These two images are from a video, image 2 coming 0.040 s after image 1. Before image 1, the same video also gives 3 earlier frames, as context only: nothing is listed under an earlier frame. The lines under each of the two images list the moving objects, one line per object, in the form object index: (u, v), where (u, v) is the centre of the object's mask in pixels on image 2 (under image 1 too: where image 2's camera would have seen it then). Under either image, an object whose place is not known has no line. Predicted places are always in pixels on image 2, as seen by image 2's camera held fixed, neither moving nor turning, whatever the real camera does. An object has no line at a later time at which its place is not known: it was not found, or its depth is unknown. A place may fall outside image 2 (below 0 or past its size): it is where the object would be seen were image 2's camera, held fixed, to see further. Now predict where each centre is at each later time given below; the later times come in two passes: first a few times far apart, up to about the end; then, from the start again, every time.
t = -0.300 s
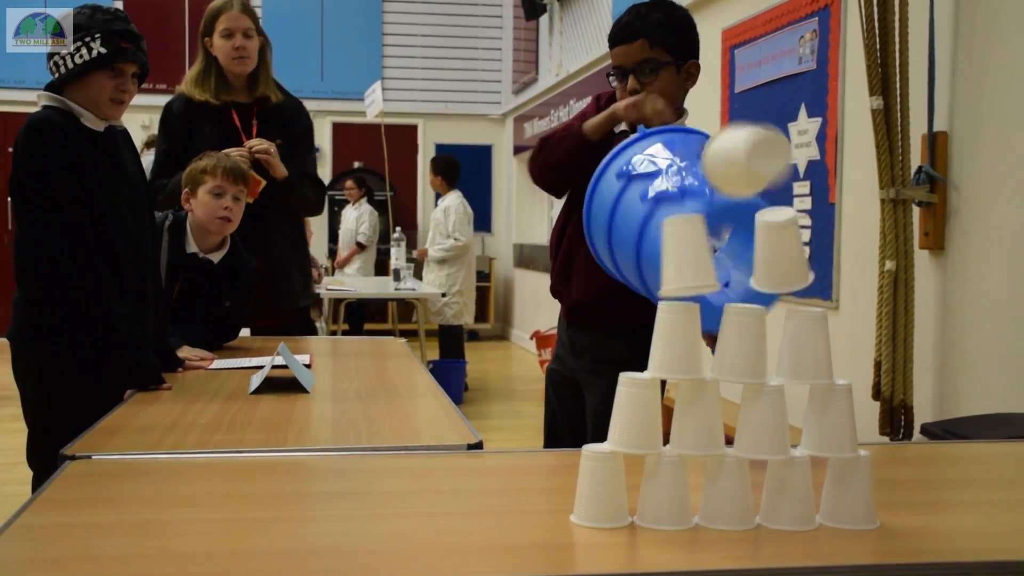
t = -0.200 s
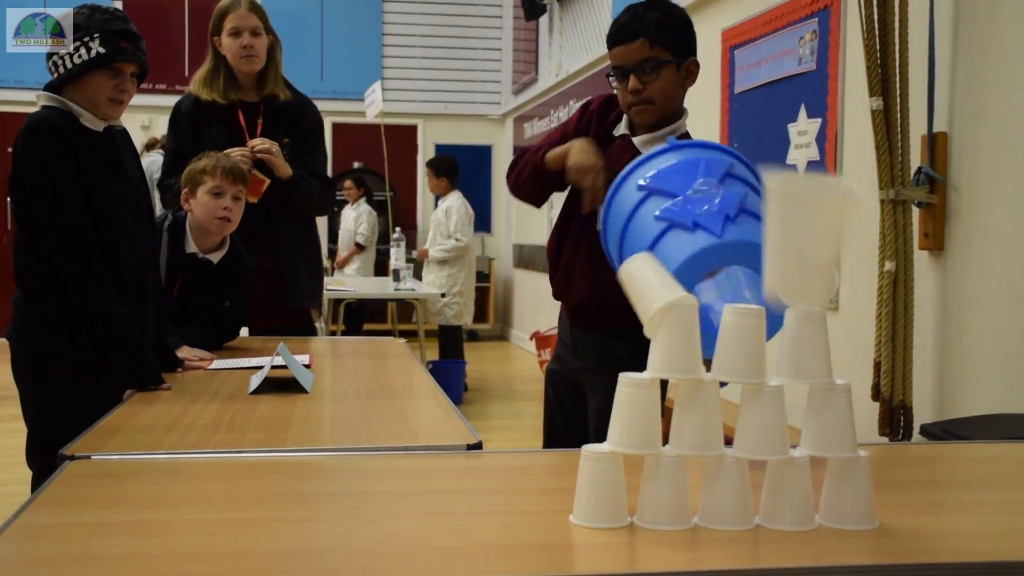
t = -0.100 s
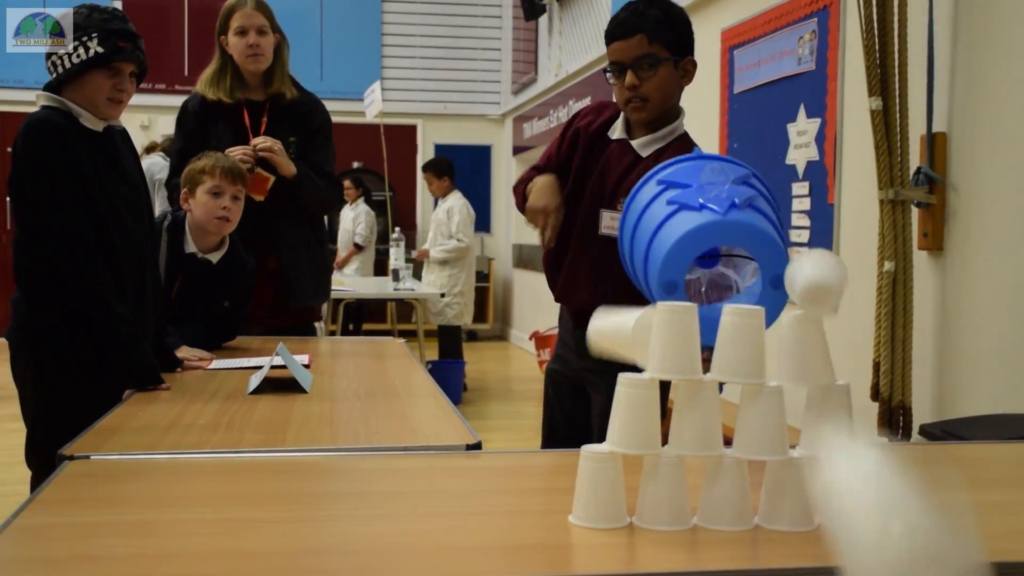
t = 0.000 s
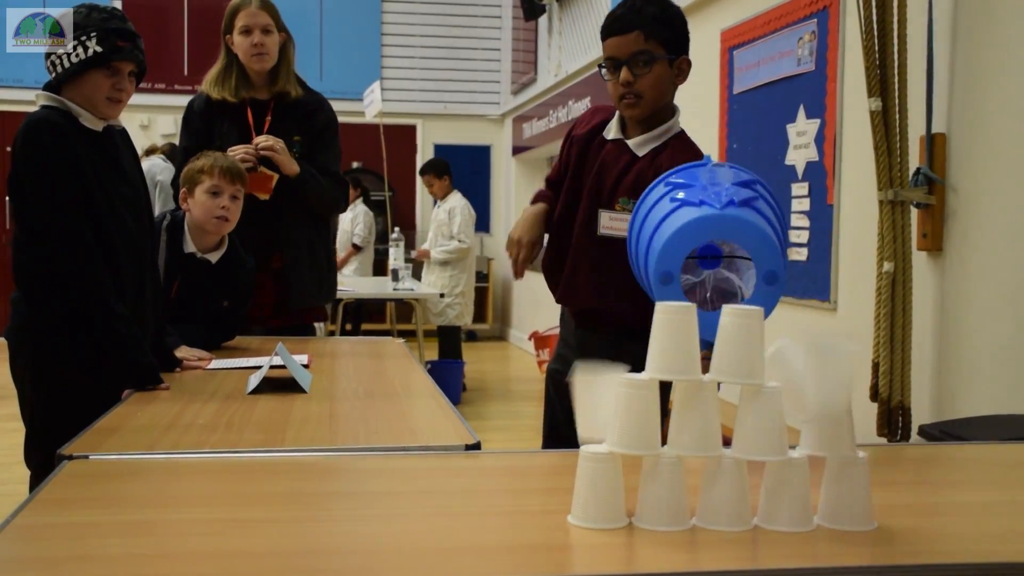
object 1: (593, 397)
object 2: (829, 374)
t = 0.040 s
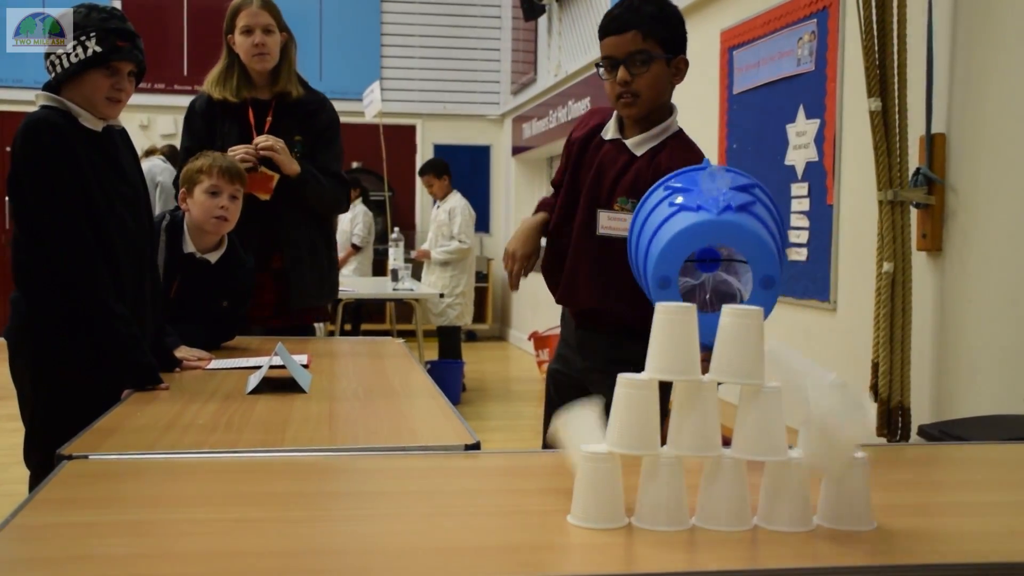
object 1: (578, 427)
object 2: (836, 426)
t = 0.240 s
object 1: (533, 427)
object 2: (853, 505)
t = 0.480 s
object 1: (491, 446)
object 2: (852, 515)
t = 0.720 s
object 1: (475, 446)
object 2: (854, 516)
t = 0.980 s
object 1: (476, 447)
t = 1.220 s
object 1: (477, 447)
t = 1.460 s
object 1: (479, 447)
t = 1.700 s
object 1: (480, 447)
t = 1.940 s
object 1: (478, 445)
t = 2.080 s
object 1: (479, 447)
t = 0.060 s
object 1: (566, 449)
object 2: (844, 452)
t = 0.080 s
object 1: (558, 459)
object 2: (847, 489)
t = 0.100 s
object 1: (559, 443)
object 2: (848, 518)
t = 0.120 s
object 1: (557, 433)
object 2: (850, 507)
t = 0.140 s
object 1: (555, 426)
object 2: (850, 496)
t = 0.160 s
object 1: (551, 421)
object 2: (850, 492)
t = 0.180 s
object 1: (546, 419)
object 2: (850, 492)
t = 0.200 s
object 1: (542, 419)
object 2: (851, 497)
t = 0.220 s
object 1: (537, 422)
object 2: (852, 504)
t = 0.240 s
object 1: (533, 427)
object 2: (853, 505)
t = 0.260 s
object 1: (528, 435)
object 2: (854, 507)
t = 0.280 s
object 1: (524, 446)
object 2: (855, 512)
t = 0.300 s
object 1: (517, 453)
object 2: (856, 514)
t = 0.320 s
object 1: (514, 447)
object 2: (856, 513)
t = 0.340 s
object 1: (511, 439)
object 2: (857, 512)
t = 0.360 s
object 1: (508, 435)
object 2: (856, 512)
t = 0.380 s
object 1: (506, 434)
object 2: (856, 511)
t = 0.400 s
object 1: (502, 435)
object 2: (856, 512)
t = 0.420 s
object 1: (500, 438)
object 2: (855, 513)
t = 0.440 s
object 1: (497, 445)
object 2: (854, 514)
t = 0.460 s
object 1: (494, 448)
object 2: (852, 515)
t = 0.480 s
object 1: (491, 446)
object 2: (852, 515)
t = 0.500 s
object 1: (489, 443)
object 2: (852, 515)
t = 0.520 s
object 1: (488, 441)
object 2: (852, 515)
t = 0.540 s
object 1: (486, 443)
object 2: (852, 515)
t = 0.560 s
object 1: (484, 445)
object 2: (853, 515)
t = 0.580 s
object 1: (482, 446)
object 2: (854, 515)
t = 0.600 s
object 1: (480, 446)
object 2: (854, 515)
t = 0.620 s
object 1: (479, 445)
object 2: (854, 515)
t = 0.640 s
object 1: (478, 445)
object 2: (854, 515)
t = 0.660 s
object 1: (477, 446)
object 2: (854, 516)
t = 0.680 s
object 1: (476, 447)
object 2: (854, 515)
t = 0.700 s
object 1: (475, 446)
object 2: (854, 515)
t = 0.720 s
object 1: (475, 446)
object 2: (854, 516)
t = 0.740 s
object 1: (474, 446)
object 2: (854, 516)
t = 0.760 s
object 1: (474, 446)
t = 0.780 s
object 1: (474, 446)
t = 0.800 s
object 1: (474, 446)
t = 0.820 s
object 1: (474, 447)
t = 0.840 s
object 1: (475, 447)
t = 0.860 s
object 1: (475, 447)
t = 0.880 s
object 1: (475, 447)
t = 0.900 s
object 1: (475, 447)
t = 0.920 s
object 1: (475, 447)
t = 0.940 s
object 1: (475, 447)
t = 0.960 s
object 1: (476, 447)
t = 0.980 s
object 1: (476, 447)
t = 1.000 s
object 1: (475, 446)
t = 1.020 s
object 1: (476, 447)
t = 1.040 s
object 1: (476, 447)
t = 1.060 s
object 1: (476, 447)
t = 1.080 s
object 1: (476, 447)
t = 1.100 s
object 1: (477, 447)
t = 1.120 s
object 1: (477, 447)
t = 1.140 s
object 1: (477, 447)
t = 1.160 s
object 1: (477, 447)
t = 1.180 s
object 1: (477, 447)
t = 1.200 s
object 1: (477, 447)
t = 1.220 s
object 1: (477, 447)
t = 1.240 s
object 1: (477, 447)
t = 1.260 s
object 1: (477, 447)
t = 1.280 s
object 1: (476, 446)
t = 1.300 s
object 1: (478, 447)
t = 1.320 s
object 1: (477, 446)
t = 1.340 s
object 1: (477, 446)
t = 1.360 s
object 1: (478, 447)
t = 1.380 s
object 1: (478, 447)
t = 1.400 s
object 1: (478, 447)
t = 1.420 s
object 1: (479, 447)
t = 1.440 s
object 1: (478, 447)
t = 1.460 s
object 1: (479, 447)
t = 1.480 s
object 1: (477, 446)
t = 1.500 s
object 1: (479, 447)
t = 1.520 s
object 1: (479, 447)
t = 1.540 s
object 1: (479, 447)
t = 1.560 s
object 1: (479, 447)
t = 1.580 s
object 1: (479, 447)
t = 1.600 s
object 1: (478, 446)
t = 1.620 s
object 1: (479, 447)
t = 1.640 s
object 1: (478, 446)
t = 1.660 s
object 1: (478, 446)
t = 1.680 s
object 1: (480, 447)
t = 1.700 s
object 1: (480, 447)
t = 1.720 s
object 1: (480, 447)
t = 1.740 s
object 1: (480, 447)
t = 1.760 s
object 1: (480, 447)
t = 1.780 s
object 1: (480, 447)
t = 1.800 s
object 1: (478, 446)
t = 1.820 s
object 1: (478, 446)
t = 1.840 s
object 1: (478, 445)
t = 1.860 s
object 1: (478, 445)
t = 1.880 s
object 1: (478, 445)
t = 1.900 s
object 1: (478, 445)
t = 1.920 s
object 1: (479, 447)
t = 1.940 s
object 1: (478, 445)
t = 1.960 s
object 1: (479, 447)
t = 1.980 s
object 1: (479, 447)
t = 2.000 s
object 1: (479, 447)
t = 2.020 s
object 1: (480, 447)
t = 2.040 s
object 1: (480, 447)
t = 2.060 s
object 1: (479, 447)
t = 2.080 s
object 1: (479, 447)
